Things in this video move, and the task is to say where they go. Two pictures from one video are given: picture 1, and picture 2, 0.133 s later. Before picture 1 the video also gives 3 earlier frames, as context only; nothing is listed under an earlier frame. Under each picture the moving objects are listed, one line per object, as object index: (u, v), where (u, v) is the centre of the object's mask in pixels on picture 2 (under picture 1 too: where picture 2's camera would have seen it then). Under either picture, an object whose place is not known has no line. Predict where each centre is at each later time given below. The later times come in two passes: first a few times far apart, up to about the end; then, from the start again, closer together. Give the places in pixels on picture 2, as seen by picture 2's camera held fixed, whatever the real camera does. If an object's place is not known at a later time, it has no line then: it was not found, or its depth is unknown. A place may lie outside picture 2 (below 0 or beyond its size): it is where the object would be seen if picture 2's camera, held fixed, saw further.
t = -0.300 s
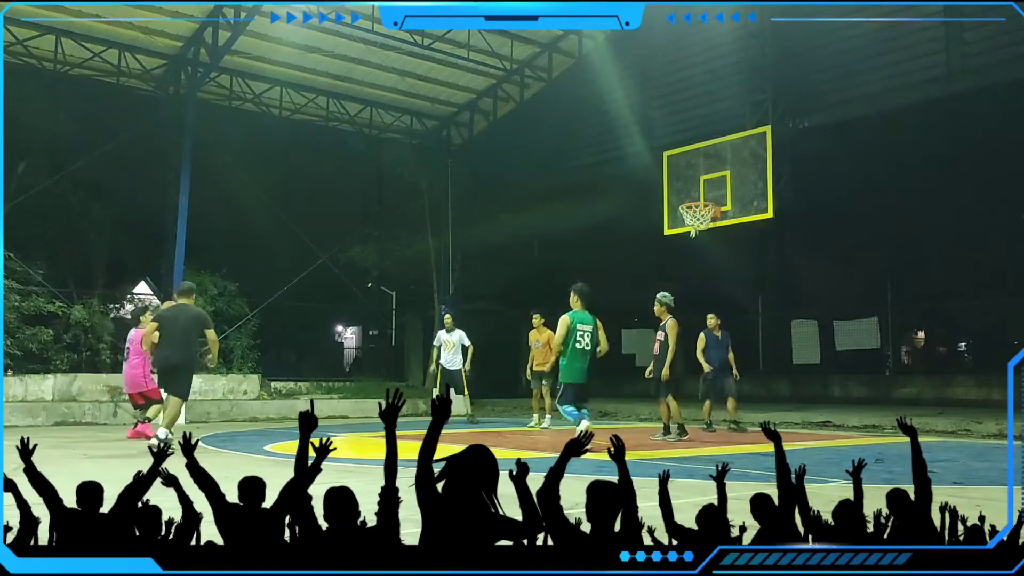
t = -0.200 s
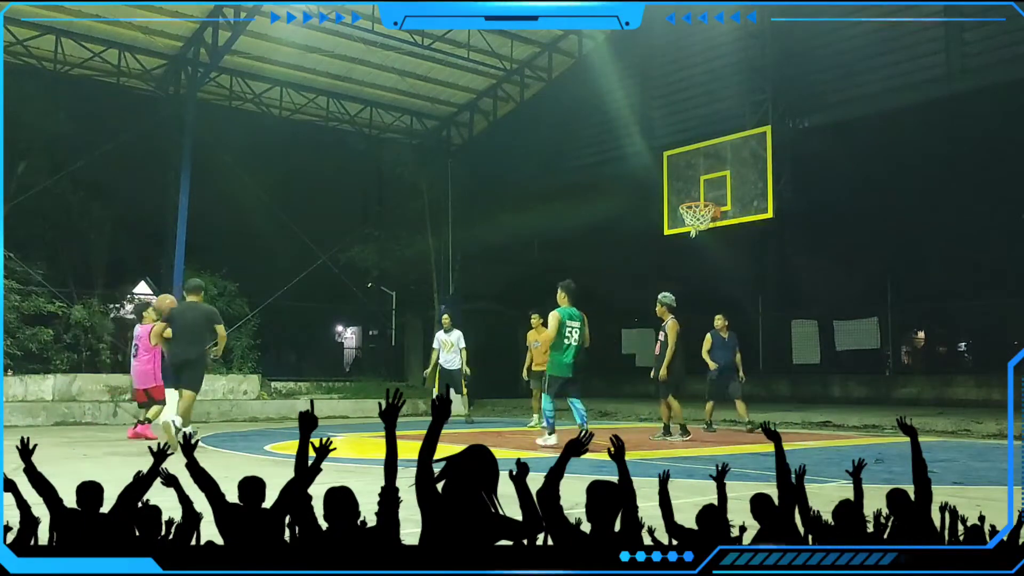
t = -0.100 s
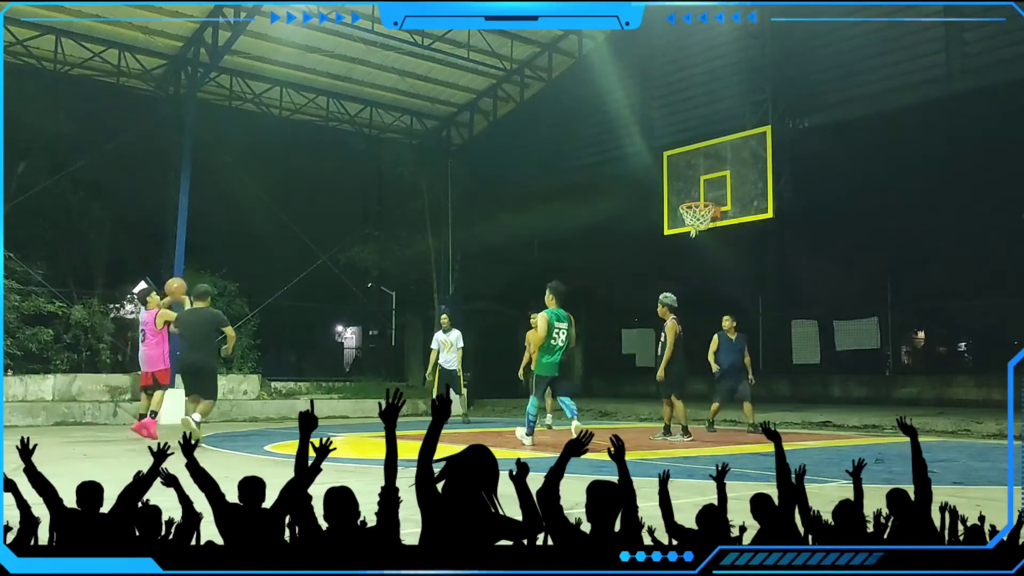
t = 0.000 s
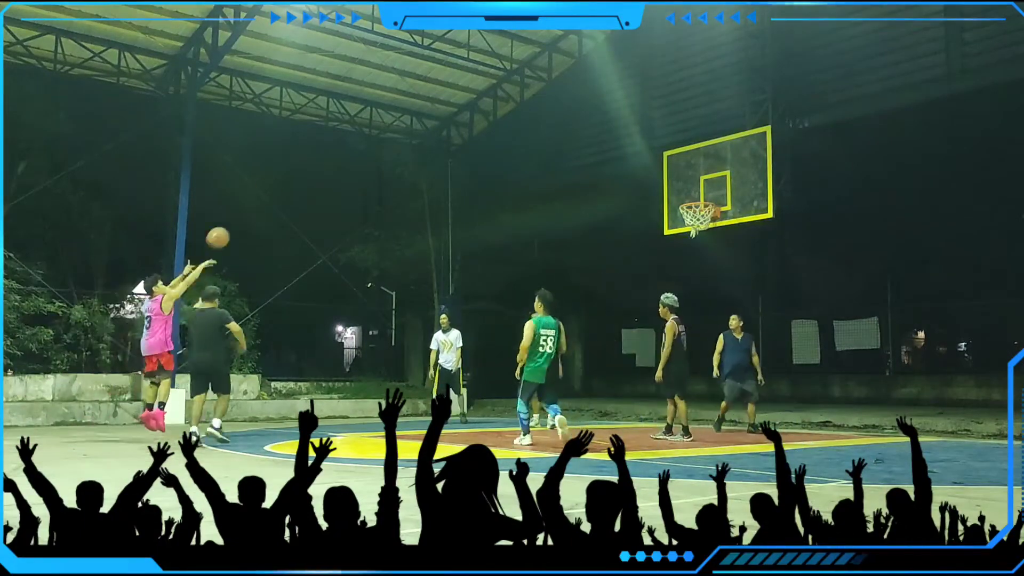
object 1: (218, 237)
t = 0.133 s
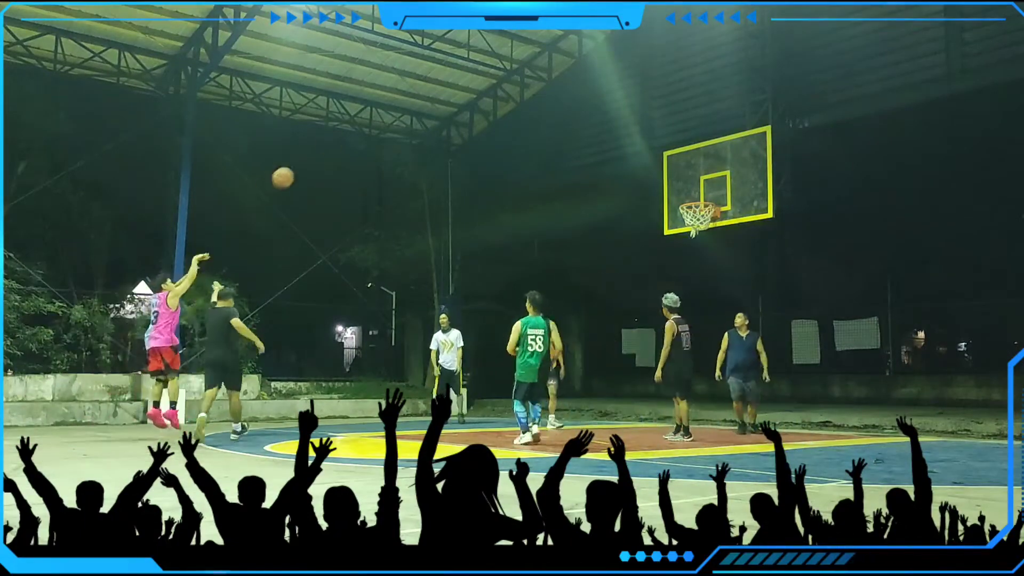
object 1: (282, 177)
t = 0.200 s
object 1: (314, 153)
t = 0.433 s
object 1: (418, 99)
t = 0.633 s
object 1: (502, 87)
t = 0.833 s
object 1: (582, 103)
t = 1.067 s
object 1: (670, 157)
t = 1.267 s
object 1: (729, 185)
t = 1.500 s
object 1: (728, 161)
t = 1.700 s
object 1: (725, 171)
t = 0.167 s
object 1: (298, 165)
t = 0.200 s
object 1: (314, 153)
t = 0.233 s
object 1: (330, 143)
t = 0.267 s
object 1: (344, 131)
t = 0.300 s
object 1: (360, 124)
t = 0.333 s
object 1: (375, 116)
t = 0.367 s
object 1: (390, 109)
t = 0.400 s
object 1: (404, 104)
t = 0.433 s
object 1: (418, 99)
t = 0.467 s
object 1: (433, 94)
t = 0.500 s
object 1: (446, 91)
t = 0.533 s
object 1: (459, 88)
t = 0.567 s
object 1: (474, 87)
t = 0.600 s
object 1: (489, 87)
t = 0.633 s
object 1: (502, 87)
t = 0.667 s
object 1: (515, 88)
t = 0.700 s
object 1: (530, 89)
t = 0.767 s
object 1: (556, 95)
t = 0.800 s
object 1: (569, 99)
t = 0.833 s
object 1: (582, 103)
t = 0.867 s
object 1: (595, 109)
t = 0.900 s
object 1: (608, 115)
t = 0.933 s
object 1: (621, 123)
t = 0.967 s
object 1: (633, 129)
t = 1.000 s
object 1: (645, 139)
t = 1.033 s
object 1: (658, 147)
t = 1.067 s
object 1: (670, 157)
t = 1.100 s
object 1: (683, 168)
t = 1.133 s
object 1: (695, 179)
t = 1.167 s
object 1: (708, 190)
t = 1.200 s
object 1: (716, 193)
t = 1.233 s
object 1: (723, 188)
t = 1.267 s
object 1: (729, 185)
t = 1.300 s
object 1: (732, 180)
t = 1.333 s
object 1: (731, 175)
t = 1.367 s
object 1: (730, 172)
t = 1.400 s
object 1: (730, 168)
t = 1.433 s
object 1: (729, 165)
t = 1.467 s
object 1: (728, 163)
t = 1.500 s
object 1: (728, 161)
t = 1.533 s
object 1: (728, 162)
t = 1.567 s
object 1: (727, 162)
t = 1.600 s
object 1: (726, 163)
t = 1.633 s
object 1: (725, 165)
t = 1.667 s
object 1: (725, 168)
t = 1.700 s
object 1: (725, 171)
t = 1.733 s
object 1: (724, 176)
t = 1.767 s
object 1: (723, 182)
